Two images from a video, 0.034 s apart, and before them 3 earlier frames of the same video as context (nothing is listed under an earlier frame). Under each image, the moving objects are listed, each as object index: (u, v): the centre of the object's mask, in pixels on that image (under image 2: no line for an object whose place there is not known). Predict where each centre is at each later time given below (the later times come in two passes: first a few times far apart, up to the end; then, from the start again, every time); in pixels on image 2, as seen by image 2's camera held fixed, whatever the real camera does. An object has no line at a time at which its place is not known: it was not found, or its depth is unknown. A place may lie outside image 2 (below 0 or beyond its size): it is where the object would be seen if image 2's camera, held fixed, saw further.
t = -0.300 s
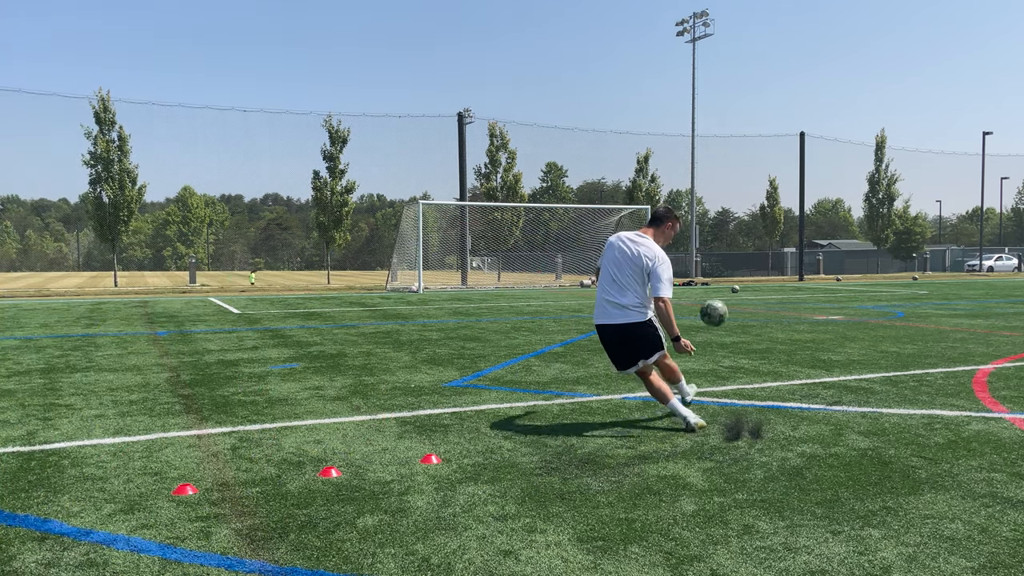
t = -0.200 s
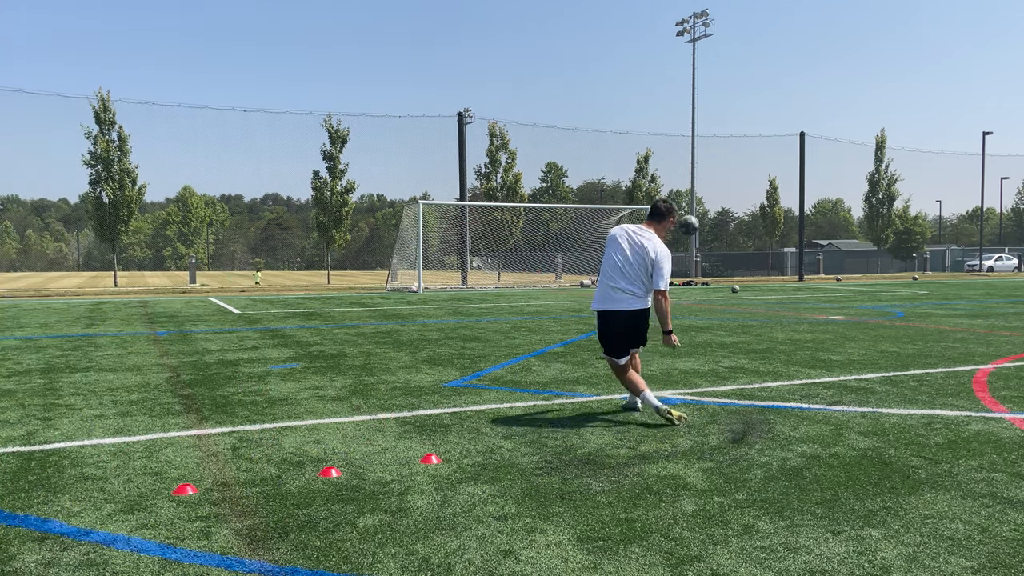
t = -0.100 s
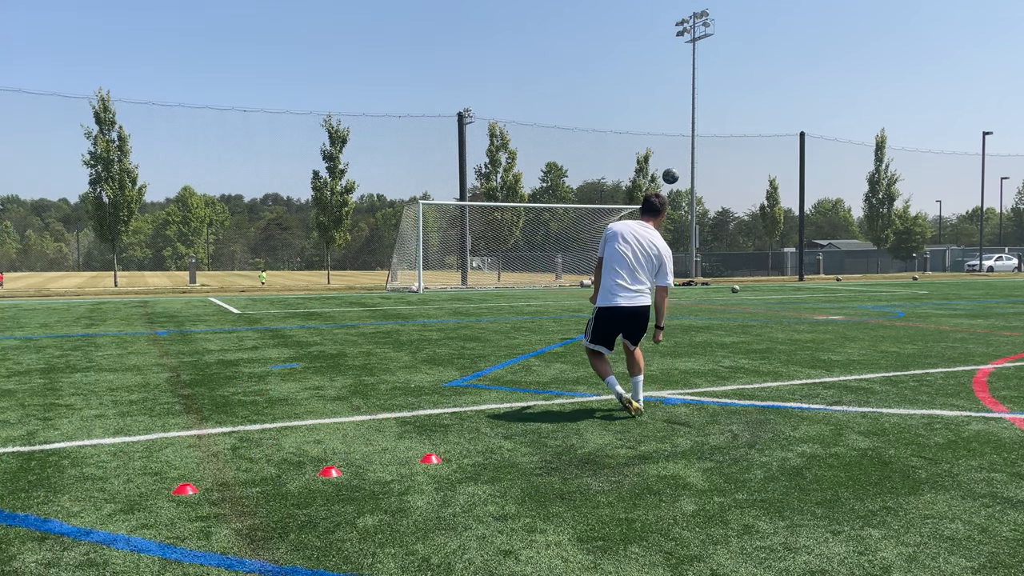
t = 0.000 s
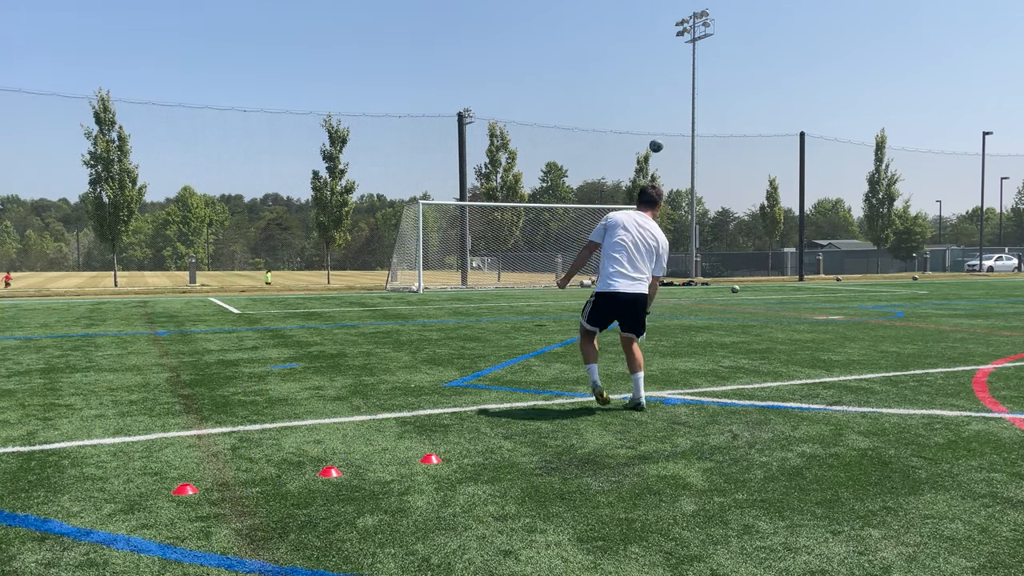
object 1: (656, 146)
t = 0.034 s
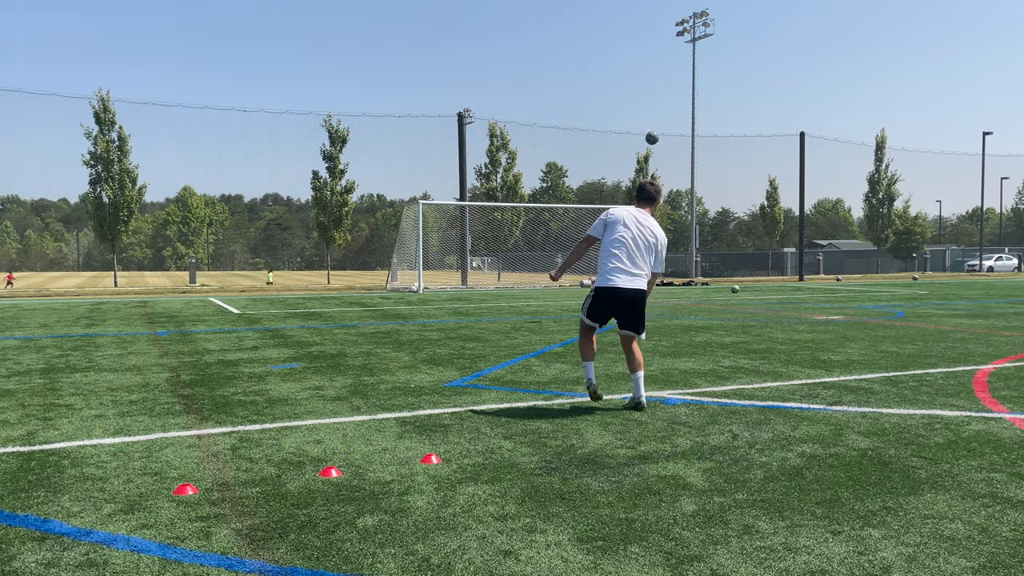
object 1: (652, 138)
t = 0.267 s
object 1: (627, 106)
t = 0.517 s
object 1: (608, 98)
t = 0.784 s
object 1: (590, 105)
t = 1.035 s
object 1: (577, 121)
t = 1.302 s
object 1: (571, 146)
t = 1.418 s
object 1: (579, 159)
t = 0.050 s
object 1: (650, 134)
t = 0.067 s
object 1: (647, 131)
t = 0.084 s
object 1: (646, 128)
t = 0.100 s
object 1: (644, 125)
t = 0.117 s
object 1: (642, 123)
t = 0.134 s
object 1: (640, 121)
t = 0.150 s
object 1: (638, 118)
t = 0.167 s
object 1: (637, 116)
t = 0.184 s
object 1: (635, 114)
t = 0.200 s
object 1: (633, 112)
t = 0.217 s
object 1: (632, 111)
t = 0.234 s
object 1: (630, 109)
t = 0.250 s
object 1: (629, 108)
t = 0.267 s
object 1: (627, 106)
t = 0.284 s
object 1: (626, 105)
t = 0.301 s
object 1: (624, 104)
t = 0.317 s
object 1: (623, 103)
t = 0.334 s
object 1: (621, 102)
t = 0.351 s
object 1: (620, 102)
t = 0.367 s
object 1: (619, 101)
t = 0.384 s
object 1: (617, 100)
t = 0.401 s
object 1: (616, 100)
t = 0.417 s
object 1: (615, 99)
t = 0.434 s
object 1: (614, 98)
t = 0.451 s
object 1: (613, 98)
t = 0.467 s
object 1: (611, 98)
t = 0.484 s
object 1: (610, 98)
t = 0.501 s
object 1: (609, 98)
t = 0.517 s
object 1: (608, 98)
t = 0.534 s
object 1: (607, 98)
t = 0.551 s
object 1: (605, 98)
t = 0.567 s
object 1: (604, 98)
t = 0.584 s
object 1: (603, 98)
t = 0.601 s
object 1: (602, 99)
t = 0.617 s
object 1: (601, 99)
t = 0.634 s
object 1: (600, 99)
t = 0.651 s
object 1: (599, 100)
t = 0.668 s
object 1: (598, 100)
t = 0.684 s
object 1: (597, 100)
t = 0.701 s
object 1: (596, 101)
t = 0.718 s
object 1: (595, 102)
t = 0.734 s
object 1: (594, 102)
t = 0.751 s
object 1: (593, 103)
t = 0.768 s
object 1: (592, 104)
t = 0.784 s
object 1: (590, 105)
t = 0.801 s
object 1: (590, 106)
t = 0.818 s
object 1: (589, 106)
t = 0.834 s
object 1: (588, 107)
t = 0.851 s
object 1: (587, 108)
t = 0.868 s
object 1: (586, 109)
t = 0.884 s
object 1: (585, 110)
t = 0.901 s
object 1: (584, 111)
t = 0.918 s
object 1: (583, 112)
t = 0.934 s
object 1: (582, 113)
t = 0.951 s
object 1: (581, 115)
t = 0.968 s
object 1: (580, 116)
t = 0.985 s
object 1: (579, 117)
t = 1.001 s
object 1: (578, 118)
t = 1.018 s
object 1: (578, 120)
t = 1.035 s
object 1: (577, 121)
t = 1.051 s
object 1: (576, 122)
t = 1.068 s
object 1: (575, 123)
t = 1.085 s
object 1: (574, 125)
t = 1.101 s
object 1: (573, 126)
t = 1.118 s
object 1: (572, 128)
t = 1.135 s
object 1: (572, 129)
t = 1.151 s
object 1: (571, 131)
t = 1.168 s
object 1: (570, 132)
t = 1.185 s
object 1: (569, 134)
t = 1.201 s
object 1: (568, 135)
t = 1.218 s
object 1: (568, 137)
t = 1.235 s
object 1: (569, 139)
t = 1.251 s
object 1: (569, 140)
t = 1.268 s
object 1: (570, 142)
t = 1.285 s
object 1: (570, 144)
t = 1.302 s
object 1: (571, 146)
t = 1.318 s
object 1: (572, 147)
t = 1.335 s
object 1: (573, 149)
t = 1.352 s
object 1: (574, 151)
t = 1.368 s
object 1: (575, 153)
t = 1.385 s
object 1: (576, 155)
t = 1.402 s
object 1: (577, 157)
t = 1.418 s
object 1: (579, 159)
